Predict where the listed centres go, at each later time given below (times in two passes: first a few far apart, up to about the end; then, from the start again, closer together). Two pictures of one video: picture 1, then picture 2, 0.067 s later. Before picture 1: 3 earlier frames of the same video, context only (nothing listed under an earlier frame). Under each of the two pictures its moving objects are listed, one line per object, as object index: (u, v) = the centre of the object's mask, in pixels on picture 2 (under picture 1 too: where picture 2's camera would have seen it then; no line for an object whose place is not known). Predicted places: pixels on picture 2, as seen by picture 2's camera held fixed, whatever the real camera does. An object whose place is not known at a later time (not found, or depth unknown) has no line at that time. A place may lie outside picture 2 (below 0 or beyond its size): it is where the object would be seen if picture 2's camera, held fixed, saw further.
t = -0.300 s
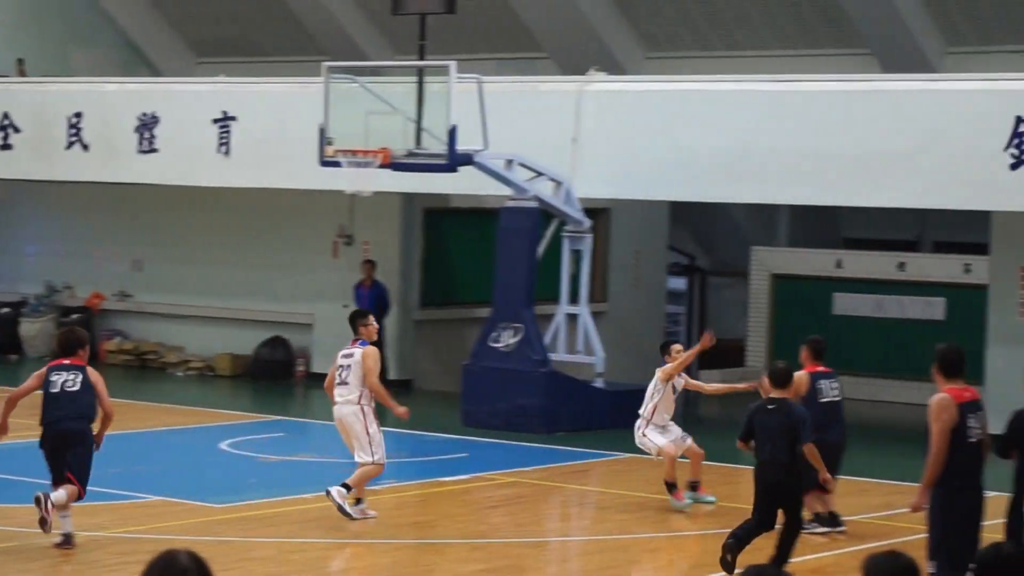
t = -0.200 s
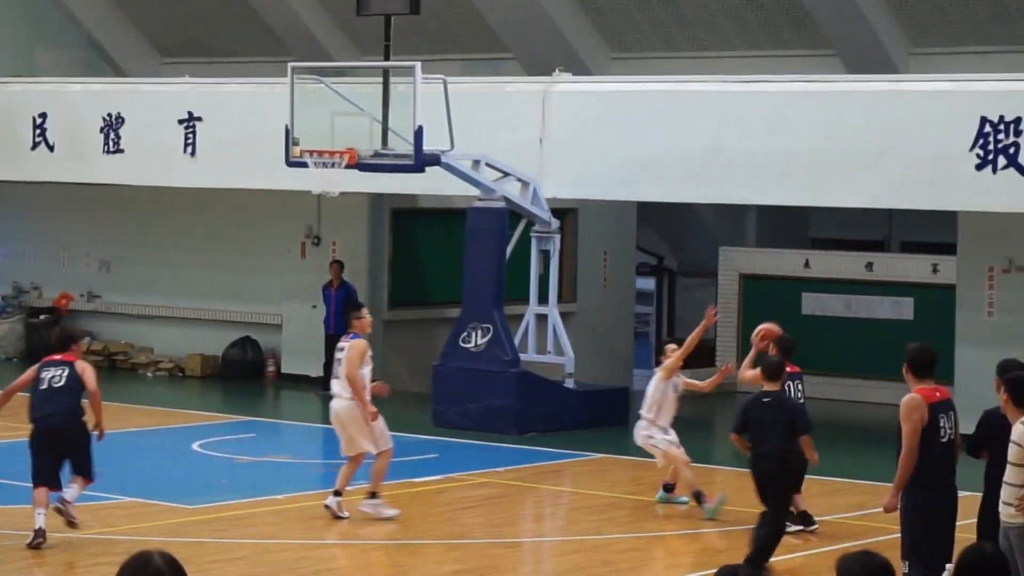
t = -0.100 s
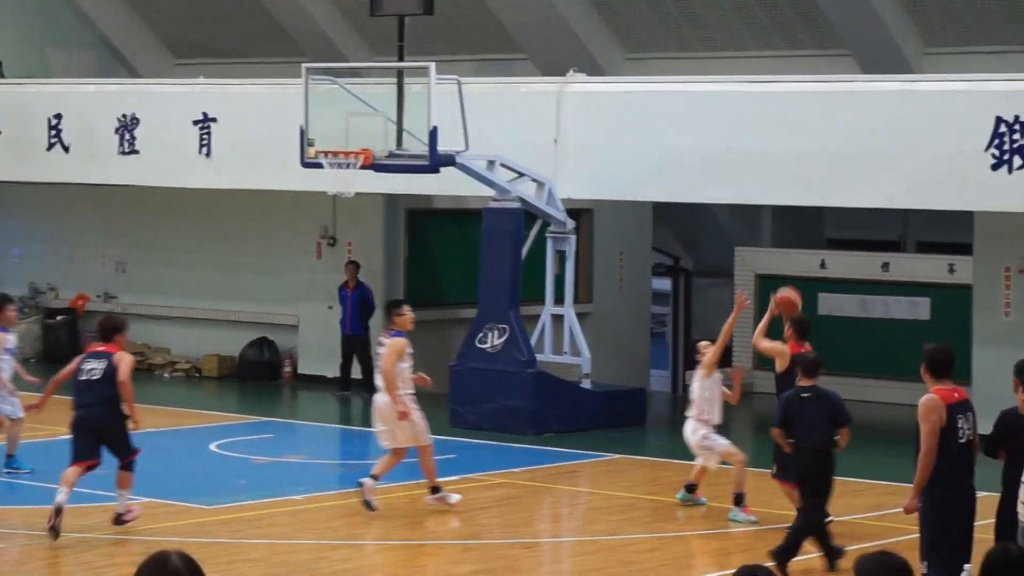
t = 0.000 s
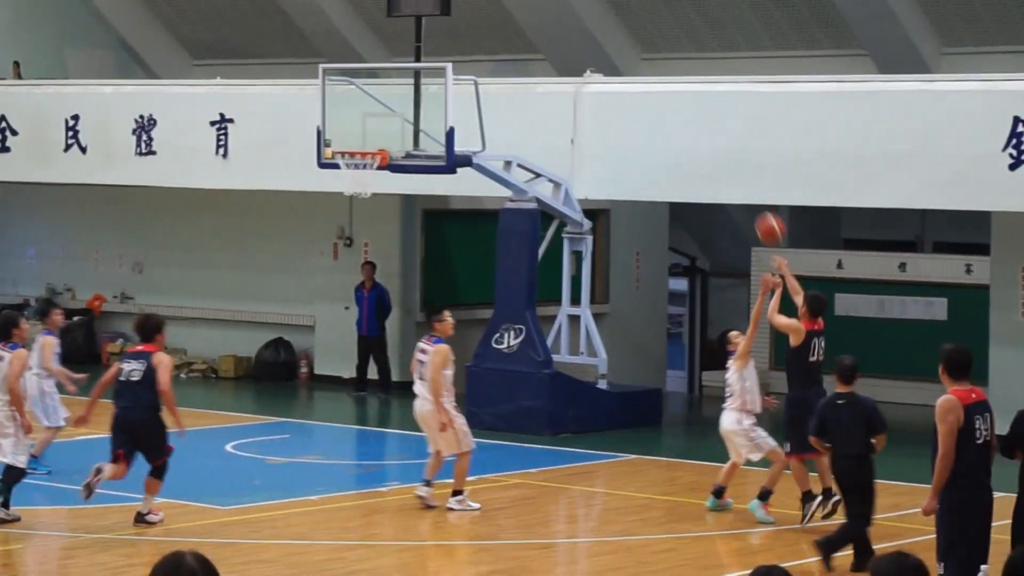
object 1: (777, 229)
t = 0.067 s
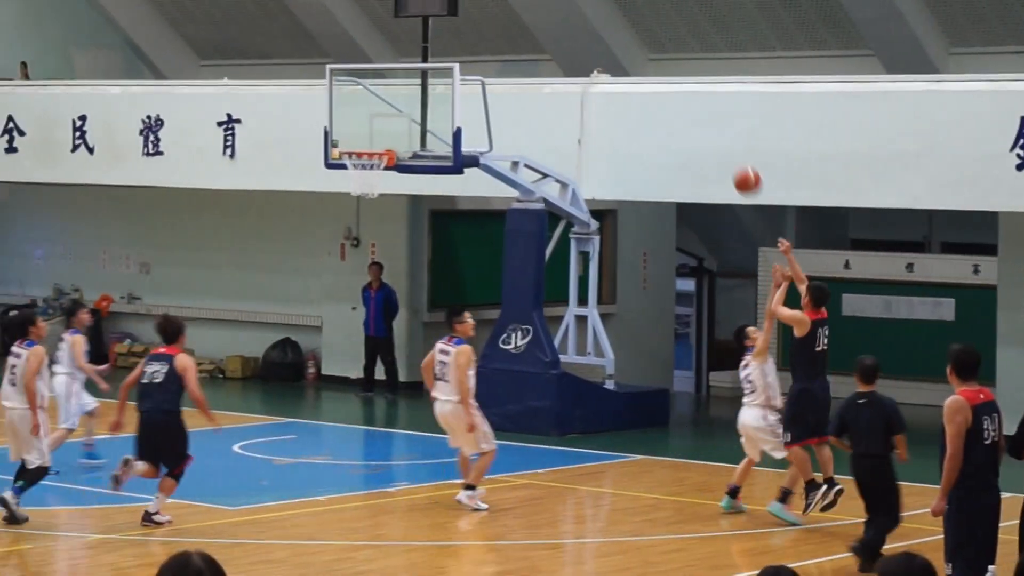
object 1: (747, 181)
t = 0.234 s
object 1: (673, 85)
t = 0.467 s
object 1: (581, 10)
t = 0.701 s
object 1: (496, 2)
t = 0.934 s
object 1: (417, 37)
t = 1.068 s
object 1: (375, 83)
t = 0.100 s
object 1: (732, 159)
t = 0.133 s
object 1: (717, 139)
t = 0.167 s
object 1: (702, 121)
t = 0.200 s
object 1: (688, 103)
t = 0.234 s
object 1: (673, 85)
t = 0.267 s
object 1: (659, 69)
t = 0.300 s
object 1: (646, 56)
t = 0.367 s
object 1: (619, 34)
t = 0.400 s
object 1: (606, 24)
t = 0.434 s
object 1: (593, 16)
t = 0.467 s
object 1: (581, 10)
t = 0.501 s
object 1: (568, 7)
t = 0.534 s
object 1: (556, 5)
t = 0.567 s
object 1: (543, 3)
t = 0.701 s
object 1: (496, 2)
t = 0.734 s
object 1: (484, 3)
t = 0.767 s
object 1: (472, 5)
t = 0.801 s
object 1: (461, 7)
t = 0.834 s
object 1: (449, 14)
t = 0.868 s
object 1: (438, 20)
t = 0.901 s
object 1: (427, 29)
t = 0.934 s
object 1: (417, 37)
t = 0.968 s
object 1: (406, 48)
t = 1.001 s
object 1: (396, 59)
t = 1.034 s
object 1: (385, 71)
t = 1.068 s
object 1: (375, 83)
